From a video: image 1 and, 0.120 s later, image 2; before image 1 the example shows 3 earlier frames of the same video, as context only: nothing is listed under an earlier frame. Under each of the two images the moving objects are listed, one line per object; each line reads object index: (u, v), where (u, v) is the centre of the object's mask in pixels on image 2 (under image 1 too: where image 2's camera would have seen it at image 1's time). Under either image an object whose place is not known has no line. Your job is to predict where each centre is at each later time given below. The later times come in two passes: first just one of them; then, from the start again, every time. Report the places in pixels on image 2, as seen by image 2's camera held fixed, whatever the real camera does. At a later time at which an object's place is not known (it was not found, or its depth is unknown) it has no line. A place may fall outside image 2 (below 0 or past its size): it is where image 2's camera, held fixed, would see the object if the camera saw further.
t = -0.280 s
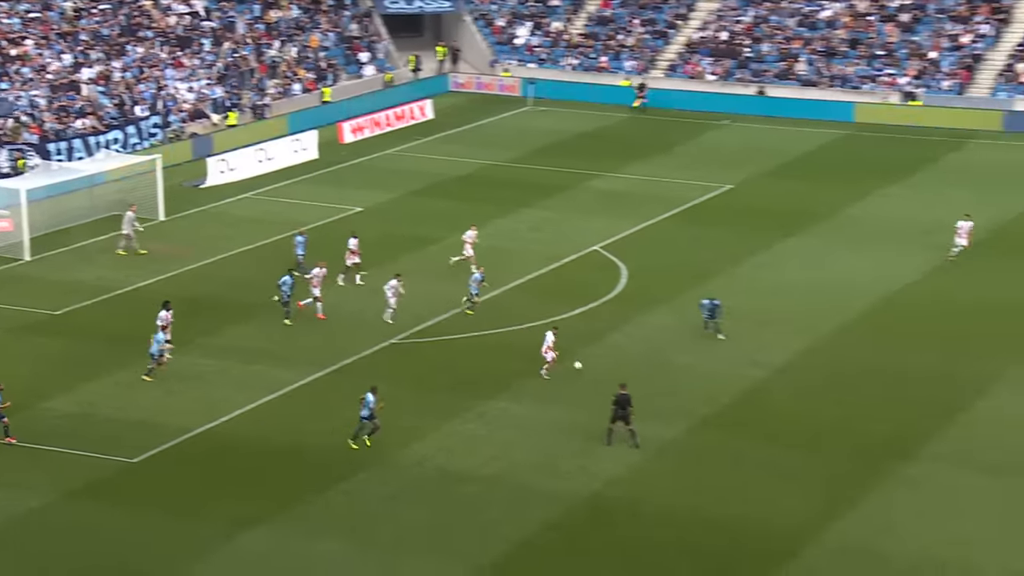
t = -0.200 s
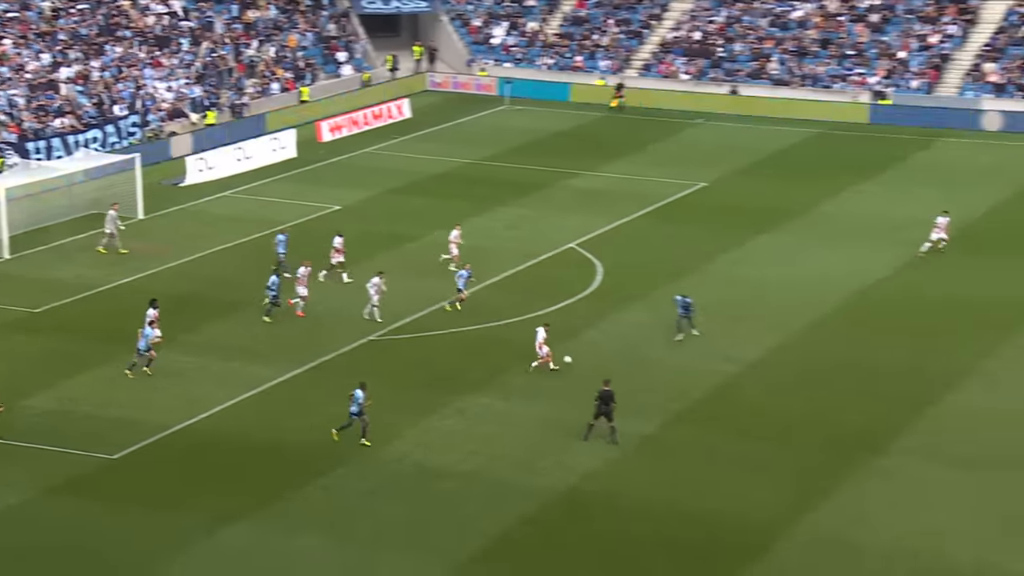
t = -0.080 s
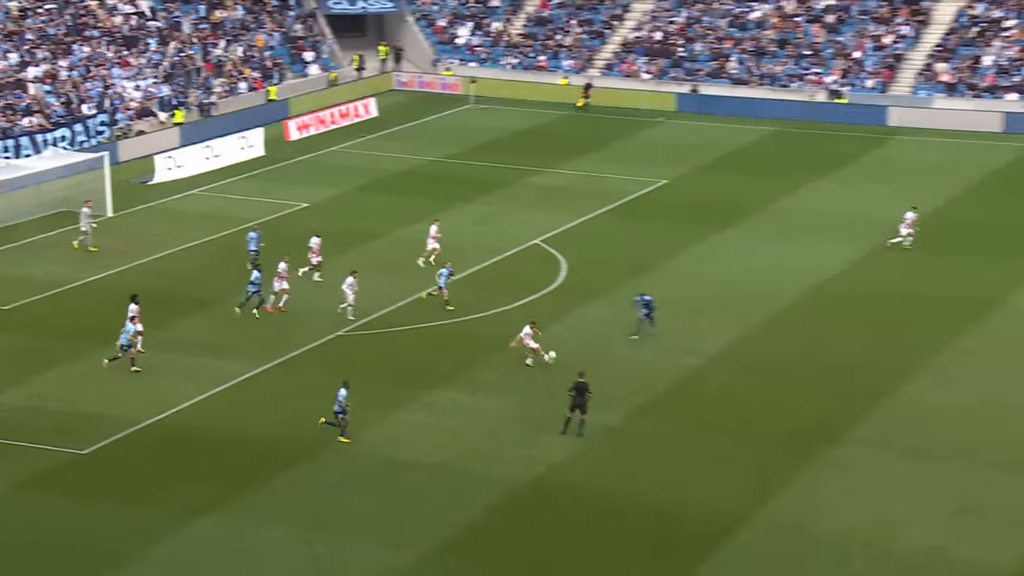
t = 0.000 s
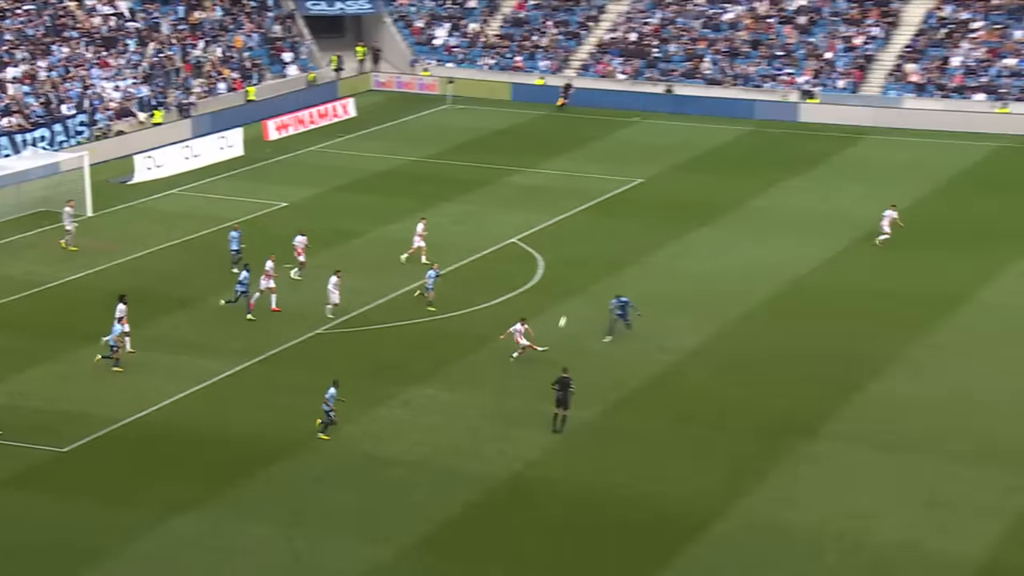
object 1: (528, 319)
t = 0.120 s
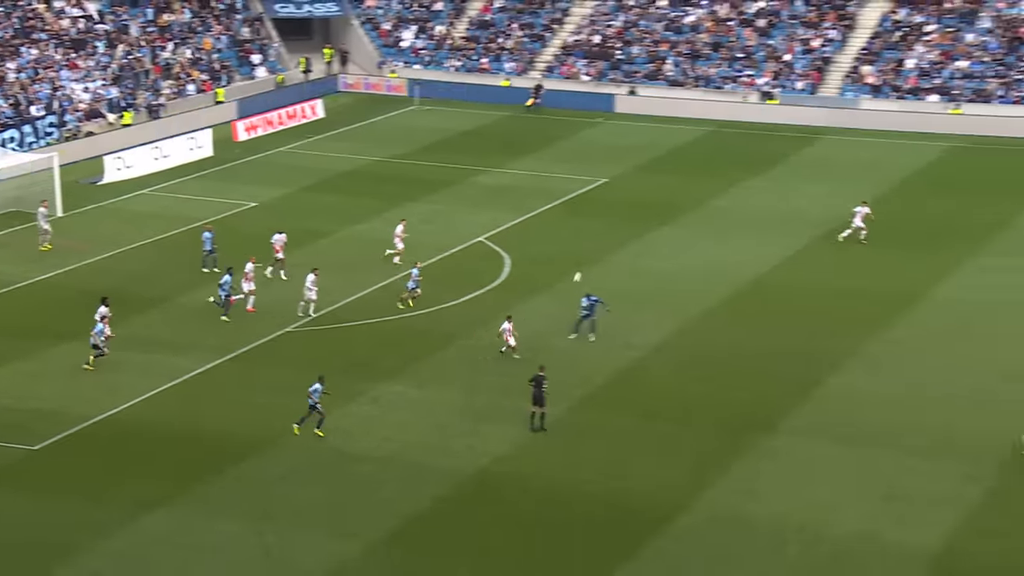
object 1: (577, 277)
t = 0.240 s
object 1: (623, 241)
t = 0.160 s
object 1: (593, 264)
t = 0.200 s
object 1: (608, 252)
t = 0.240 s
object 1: (623, 241)
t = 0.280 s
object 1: (637, 231)
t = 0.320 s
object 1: (651, 221)
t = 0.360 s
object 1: (665, 213)
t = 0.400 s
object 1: (679, 204)
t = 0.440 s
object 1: (693, 197)
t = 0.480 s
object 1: (705, 189)
